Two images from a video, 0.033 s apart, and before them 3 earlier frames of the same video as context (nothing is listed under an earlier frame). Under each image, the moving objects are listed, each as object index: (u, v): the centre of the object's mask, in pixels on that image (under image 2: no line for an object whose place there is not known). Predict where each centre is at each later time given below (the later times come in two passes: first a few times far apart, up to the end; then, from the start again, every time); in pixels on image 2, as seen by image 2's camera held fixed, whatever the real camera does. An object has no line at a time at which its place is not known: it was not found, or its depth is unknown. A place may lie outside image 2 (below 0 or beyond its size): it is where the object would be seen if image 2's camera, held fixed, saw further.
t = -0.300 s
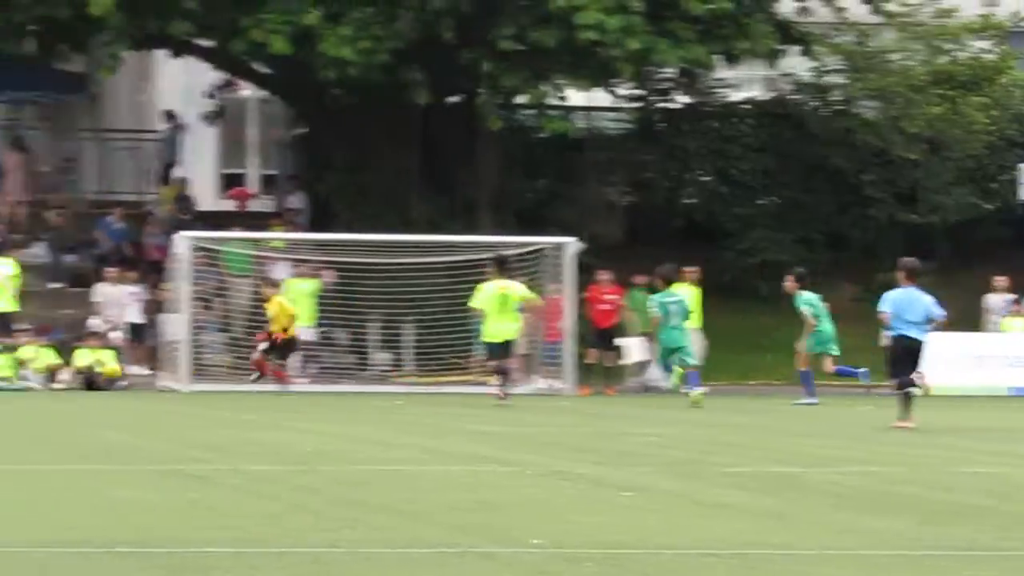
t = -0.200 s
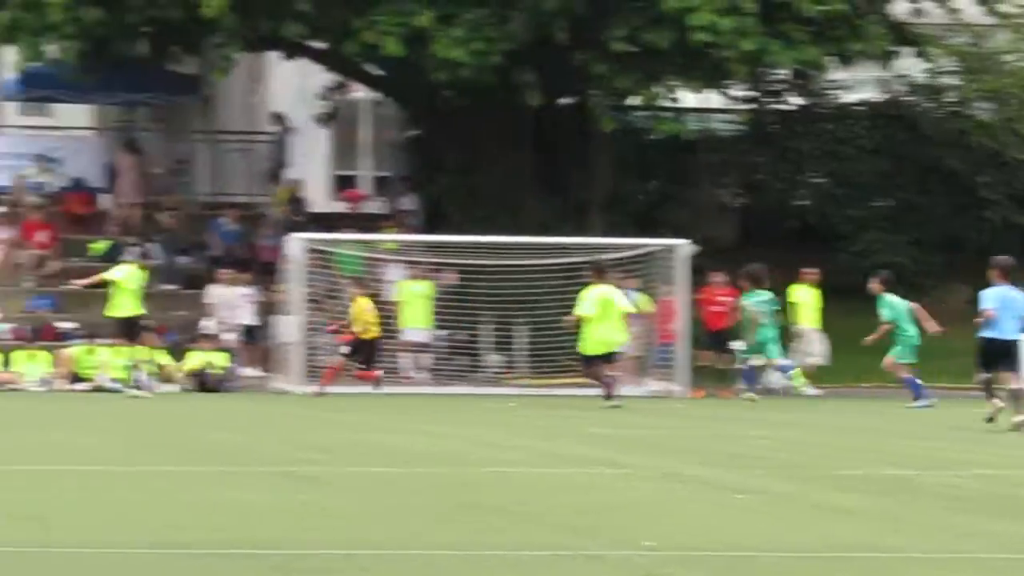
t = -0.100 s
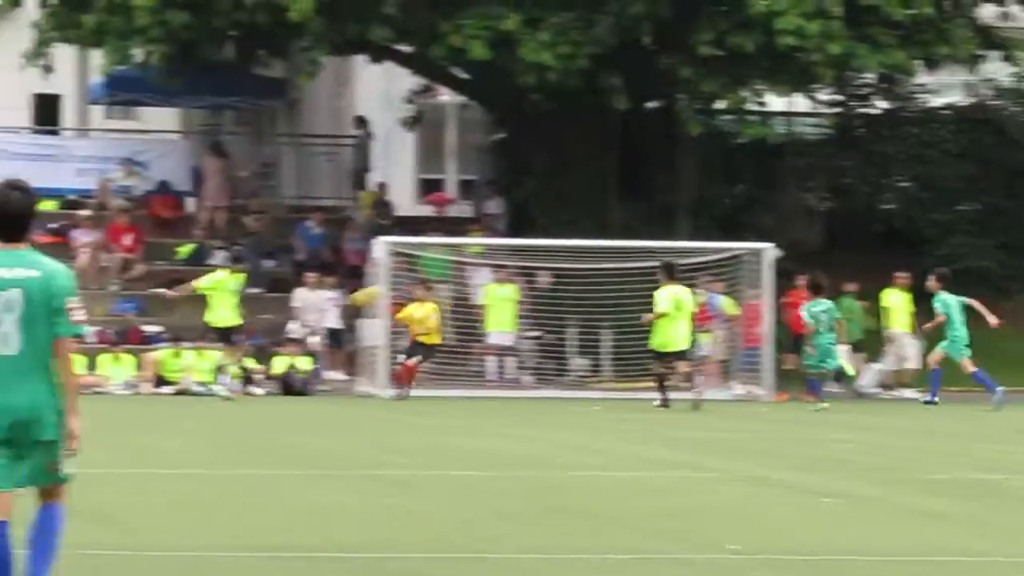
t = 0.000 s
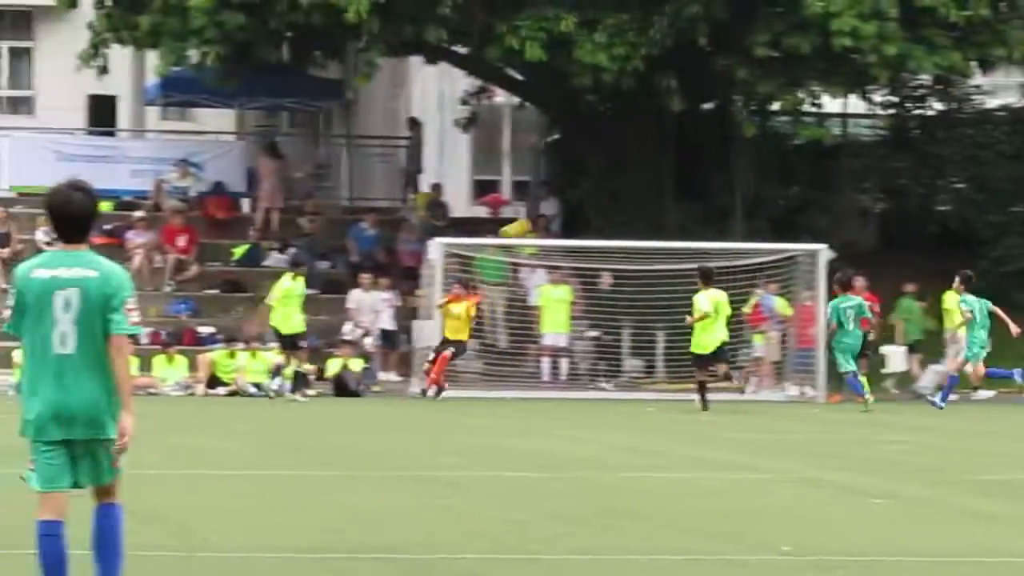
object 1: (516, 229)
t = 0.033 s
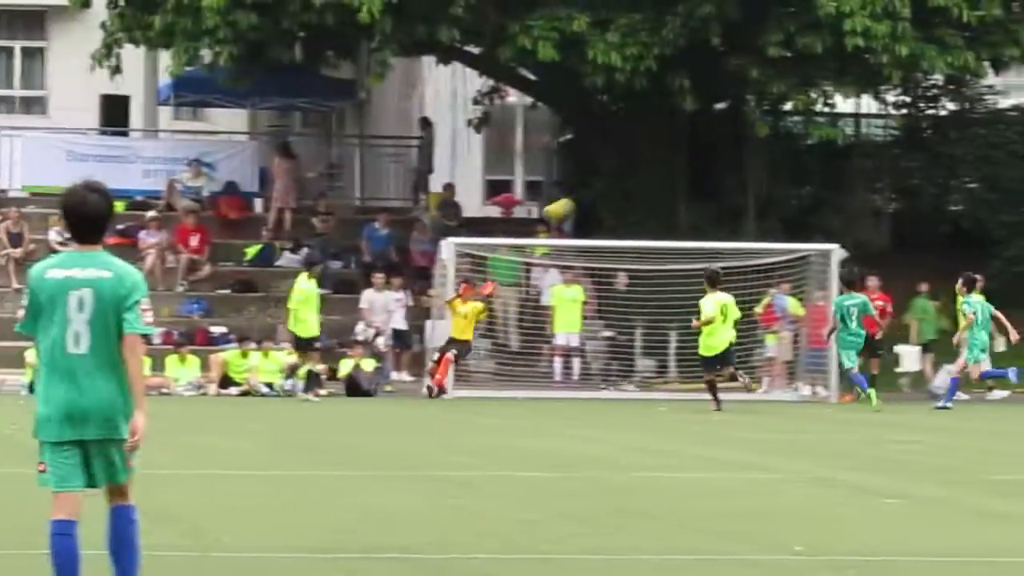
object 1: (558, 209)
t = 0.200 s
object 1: (700, 122)
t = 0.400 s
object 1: (851, 49)
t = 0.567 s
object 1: (965, 12)
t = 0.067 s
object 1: (587, 190)
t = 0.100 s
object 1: (617, 171)
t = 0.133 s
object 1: (645, 154)
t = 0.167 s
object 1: (673, 138)
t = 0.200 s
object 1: (700, 122)
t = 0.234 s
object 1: (726, 108)
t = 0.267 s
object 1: (752, 94)
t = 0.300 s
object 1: (779, 81)
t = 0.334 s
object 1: (803, 70)
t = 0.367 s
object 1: (828, 59)
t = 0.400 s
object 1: (851, 49)
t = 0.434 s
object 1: (875, 40)
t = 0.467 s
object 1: (899, 32)
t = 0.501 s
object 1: (922, 24)
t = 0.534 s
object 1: (944, 17)
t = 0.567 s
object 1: (965, 12)
